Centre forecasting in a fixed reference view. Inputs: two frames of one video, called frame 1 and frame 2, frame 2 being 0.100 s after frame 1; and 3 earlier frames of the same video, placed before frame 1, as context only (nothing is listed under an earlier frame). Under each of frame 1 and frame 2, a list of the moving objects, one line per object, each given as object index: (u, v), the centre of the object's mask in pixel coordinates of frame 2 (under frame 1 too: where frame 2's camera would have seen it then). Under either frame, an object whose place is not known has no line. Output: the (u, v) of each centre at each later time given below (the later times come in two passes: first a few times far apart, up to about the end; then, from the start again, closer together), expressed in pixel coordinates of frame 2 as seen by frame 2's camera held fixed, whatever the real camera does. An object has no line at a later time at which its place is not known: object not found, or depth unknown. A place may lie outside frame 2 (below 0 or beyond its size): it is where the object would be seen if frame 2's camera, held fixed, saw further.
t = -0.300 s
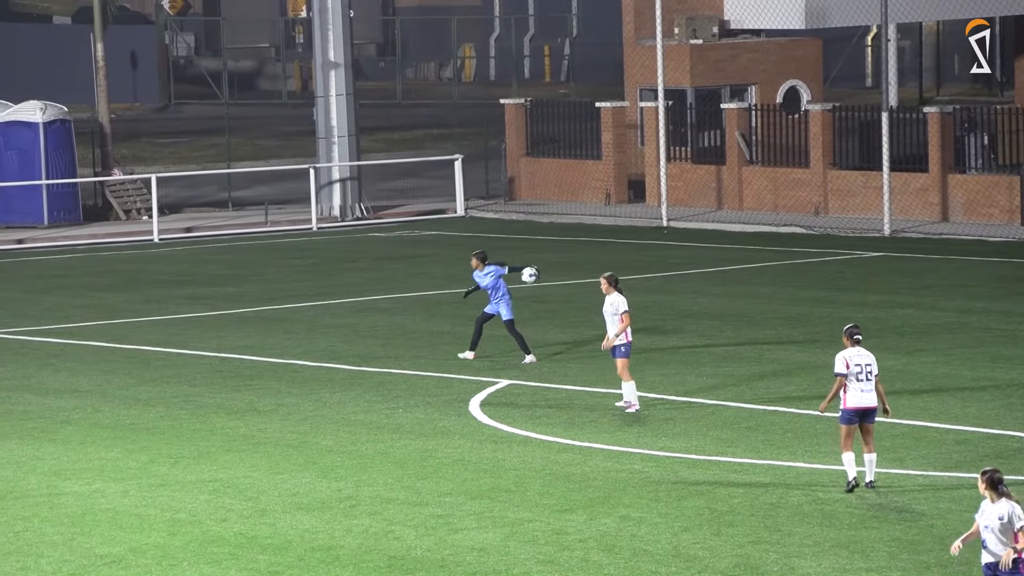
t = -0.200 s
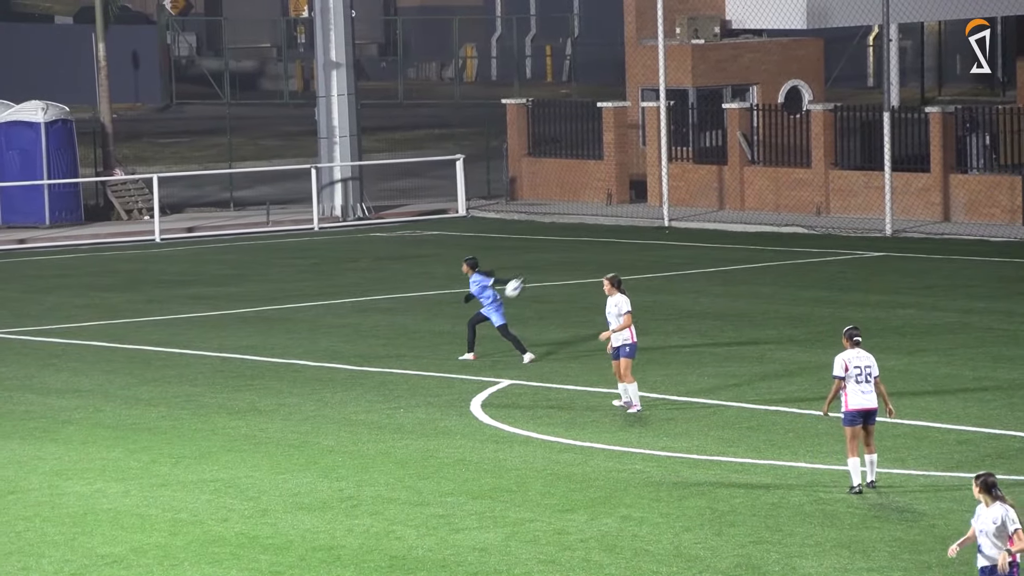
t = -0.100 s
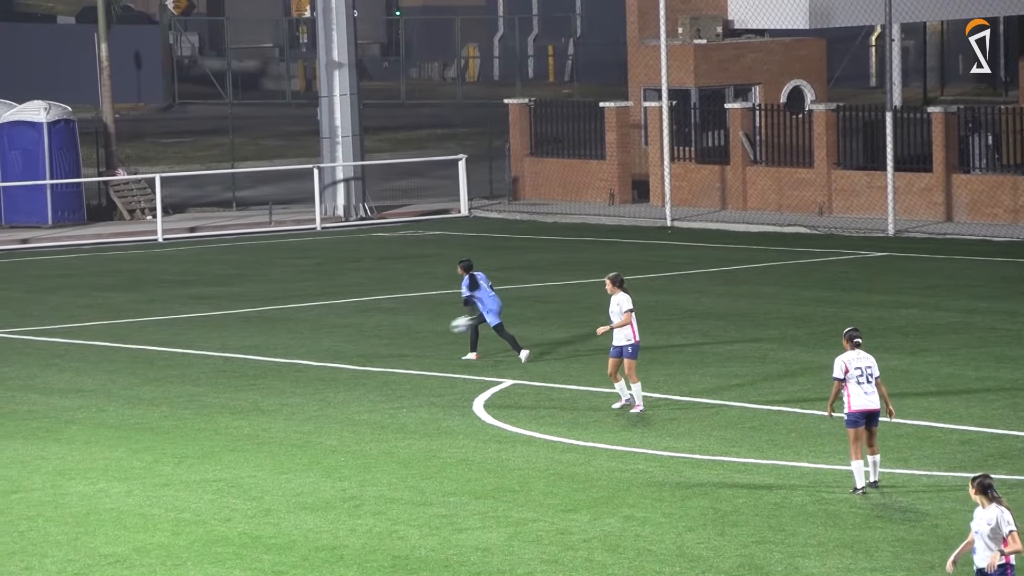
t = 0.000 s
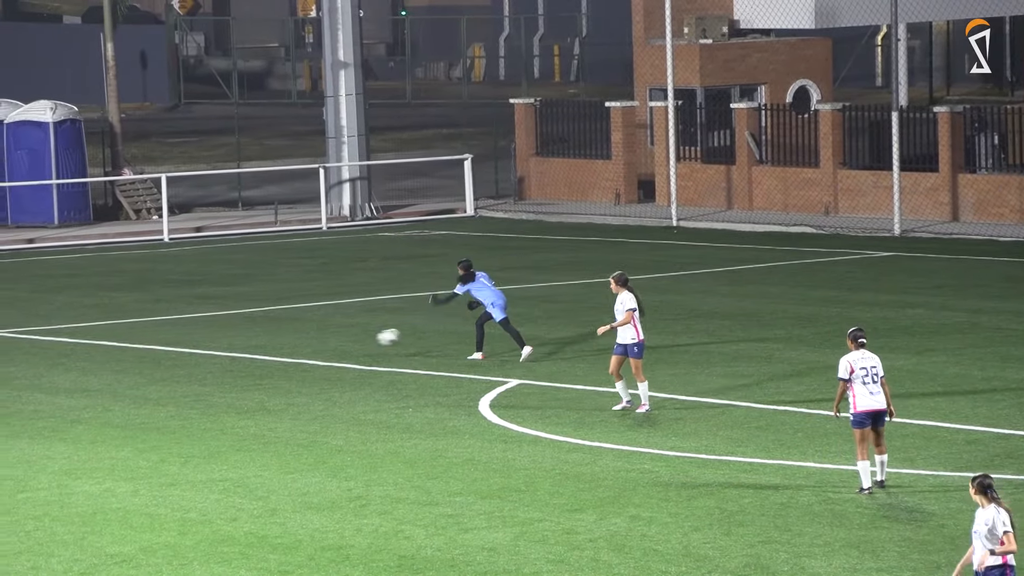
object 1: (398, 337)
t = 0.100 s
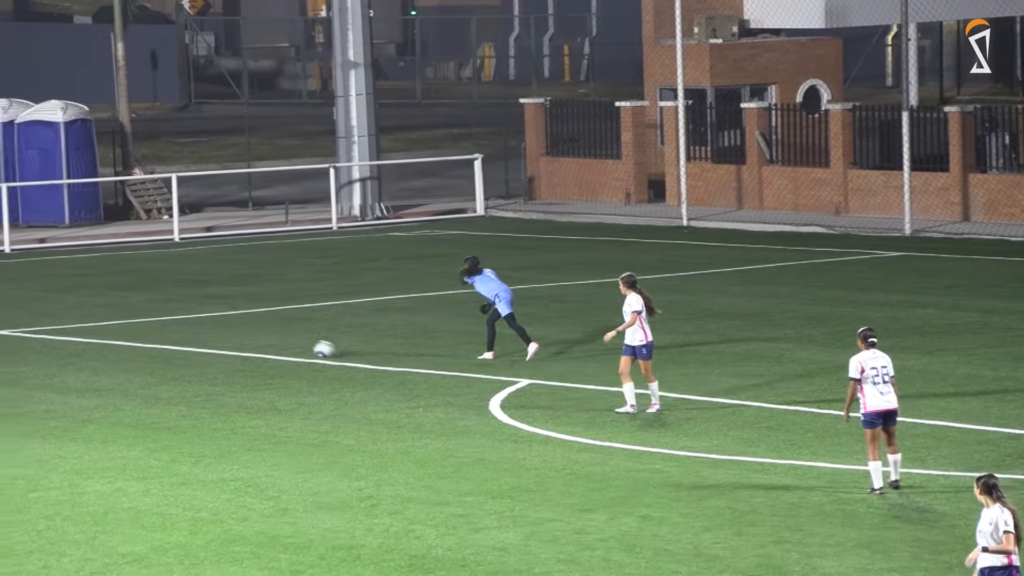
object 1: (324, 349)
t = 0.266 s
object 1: (229, 339)
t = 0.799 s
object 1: (-15, 344)
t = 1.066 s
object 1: (-119, 341)
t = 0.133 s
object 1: (305, 345)
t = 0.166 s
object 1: (285, 342)
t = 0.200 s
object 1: (266, 341)
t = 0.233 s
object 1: (248, 340)
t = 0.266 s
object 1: (229, 339)
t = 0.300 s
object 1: (211, 341)
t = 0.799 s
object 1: (-15, 344)
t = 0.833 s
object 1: (-28, 342)
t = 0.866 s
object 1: (-41, 342)
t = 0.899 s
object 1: (-54, 342)
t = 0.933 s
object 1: (-68, 343)
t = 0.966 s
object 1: (-81, 343)
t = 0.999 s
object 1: (-94, 343)
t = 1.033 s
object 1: (-106, 342)
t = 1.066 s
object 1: (-119, 341)
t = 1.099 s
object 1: (-132, 342)
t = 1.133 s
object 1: (-144, 342)
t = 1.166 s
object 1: (-156, 342)
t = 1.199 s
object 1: (-169, 342)
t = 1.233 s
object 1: (-180, 341)
